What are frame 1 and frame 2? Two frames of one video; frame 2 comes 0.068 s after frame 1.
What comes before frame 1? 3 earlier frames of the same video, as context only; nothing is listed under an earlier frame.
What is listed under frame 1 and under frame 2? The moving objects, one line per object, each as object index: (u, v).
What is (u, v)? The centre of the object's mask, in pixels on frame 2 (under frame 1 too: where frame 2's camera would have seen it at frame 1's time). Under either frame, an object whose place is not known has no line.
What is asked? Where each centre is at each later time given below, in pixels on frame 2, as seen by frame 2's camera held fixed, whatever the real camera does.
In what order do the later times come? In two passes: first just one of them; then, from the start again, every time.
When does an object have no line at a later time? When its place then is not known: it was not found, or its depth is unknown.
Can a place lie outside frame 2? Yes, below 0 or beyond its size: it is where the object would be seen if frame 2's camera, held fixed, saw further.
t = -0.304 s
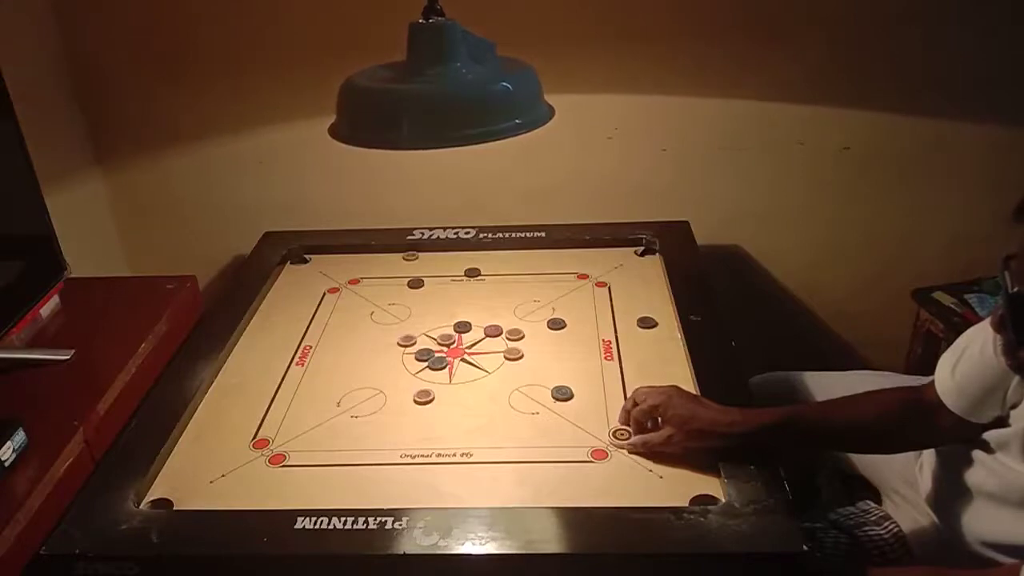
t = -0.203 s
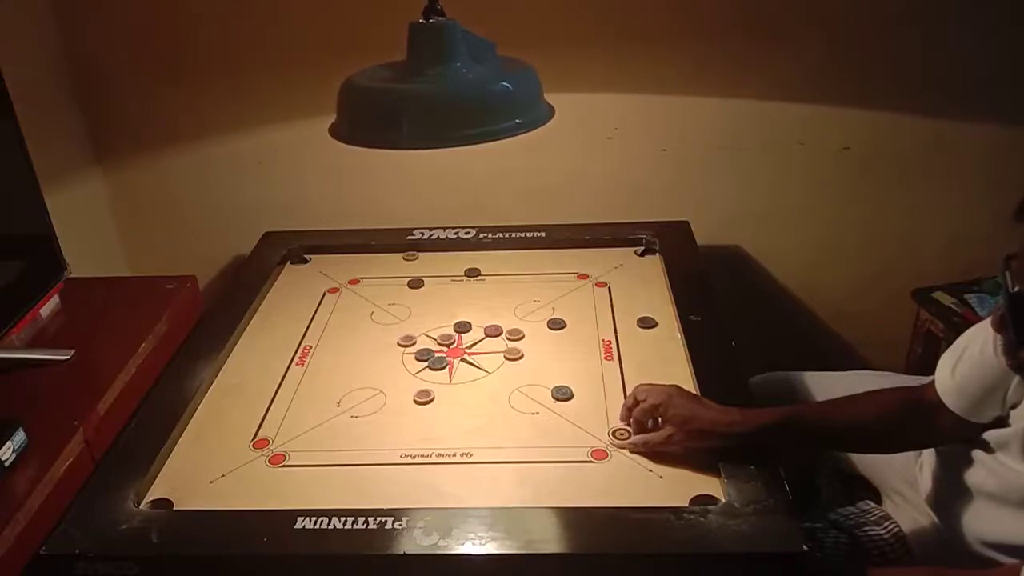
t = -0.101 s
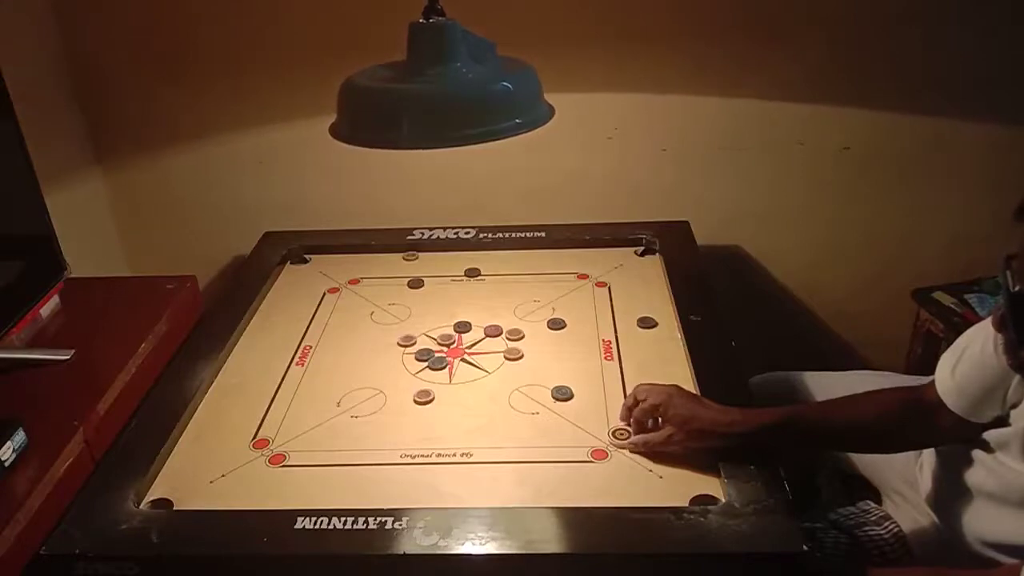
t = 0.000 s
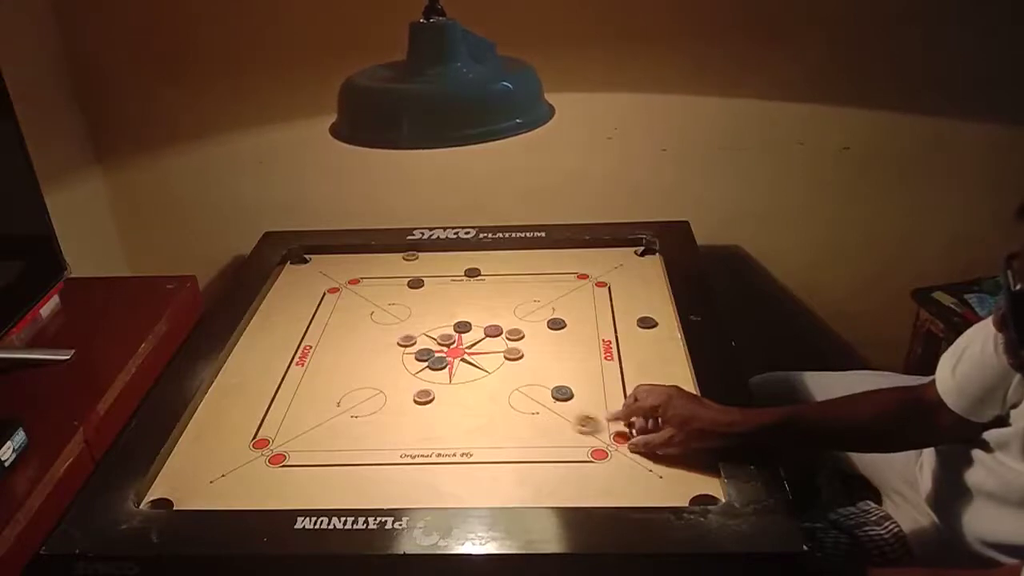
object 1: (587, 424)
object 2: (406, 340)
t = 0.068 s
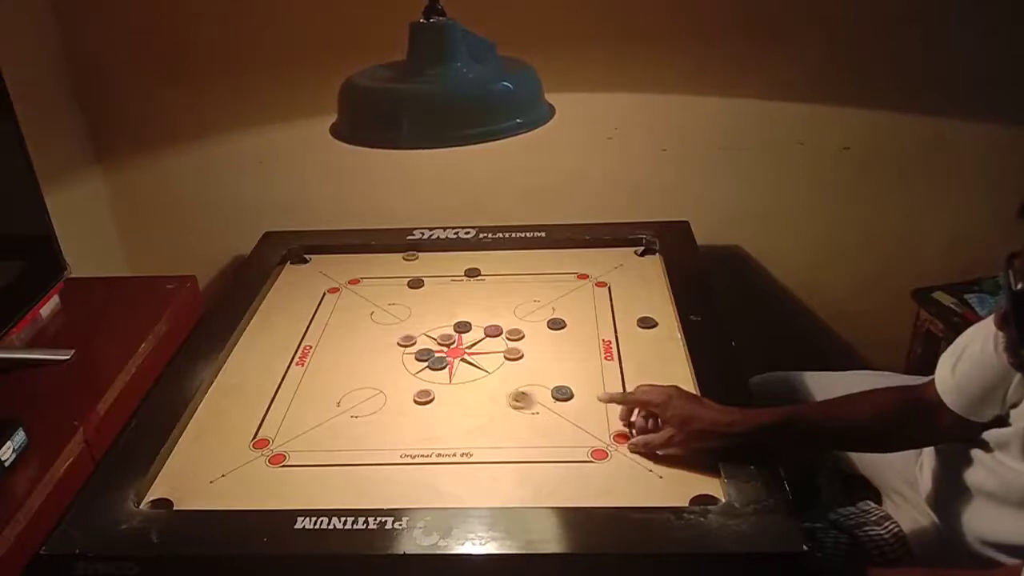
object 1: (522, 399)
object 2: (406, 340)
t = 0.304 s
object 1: (402, 373)
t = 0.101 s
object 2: (406, 340)
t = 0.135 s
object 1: (463, 378)
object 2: (406, 340)
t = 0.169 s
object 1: (443, 374)
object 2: (405, 338)
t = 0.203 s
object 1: (432, 373)
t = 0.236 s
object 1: (421, 373)
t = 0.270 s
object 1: (411, 373)
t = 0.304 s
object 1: (402, 373)
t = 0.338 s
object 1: (395, 374)
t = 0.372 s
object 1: (388, 373)
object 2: (324, 280)
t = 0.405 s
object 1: (381, 373)
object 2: (316, 274)
